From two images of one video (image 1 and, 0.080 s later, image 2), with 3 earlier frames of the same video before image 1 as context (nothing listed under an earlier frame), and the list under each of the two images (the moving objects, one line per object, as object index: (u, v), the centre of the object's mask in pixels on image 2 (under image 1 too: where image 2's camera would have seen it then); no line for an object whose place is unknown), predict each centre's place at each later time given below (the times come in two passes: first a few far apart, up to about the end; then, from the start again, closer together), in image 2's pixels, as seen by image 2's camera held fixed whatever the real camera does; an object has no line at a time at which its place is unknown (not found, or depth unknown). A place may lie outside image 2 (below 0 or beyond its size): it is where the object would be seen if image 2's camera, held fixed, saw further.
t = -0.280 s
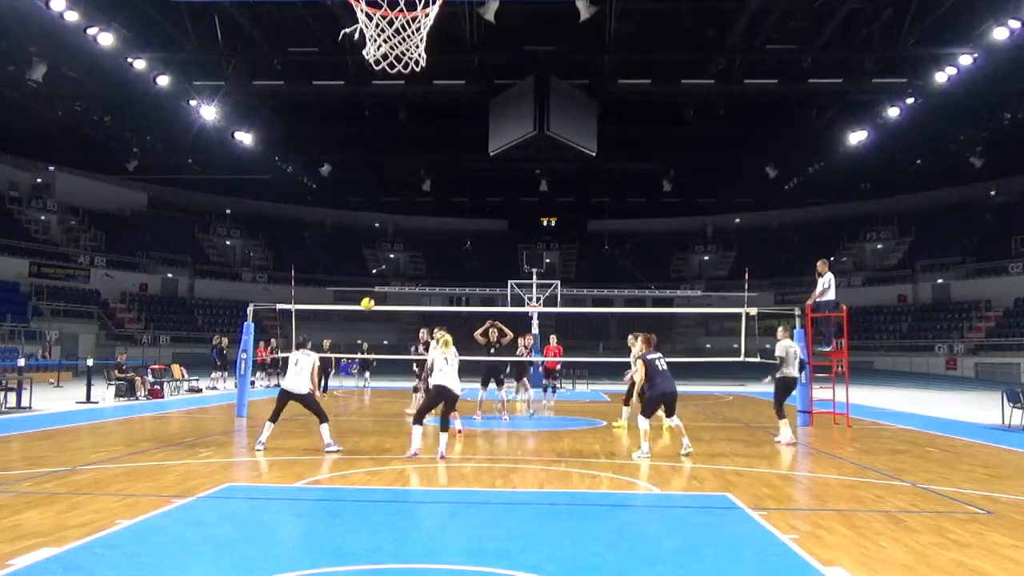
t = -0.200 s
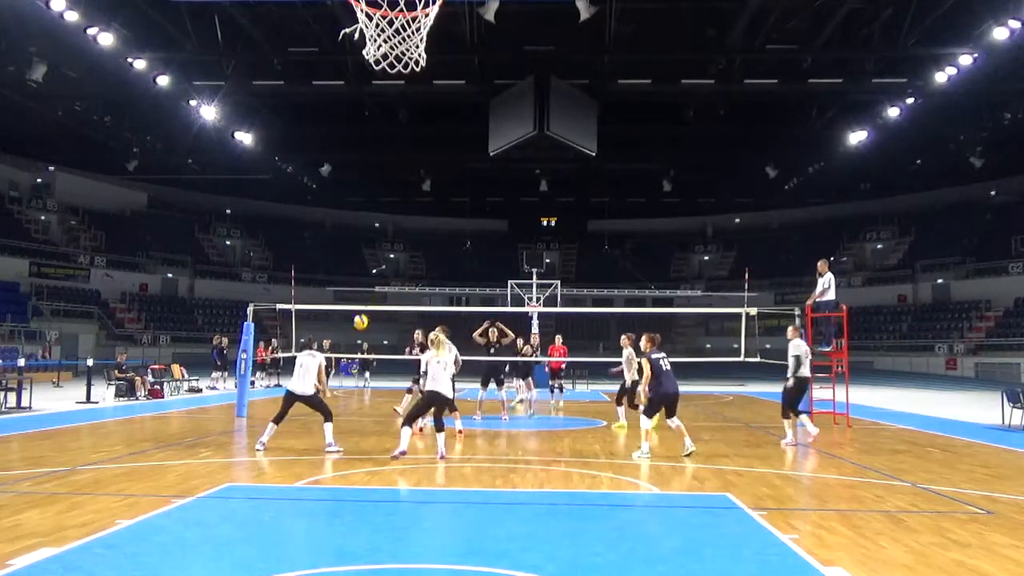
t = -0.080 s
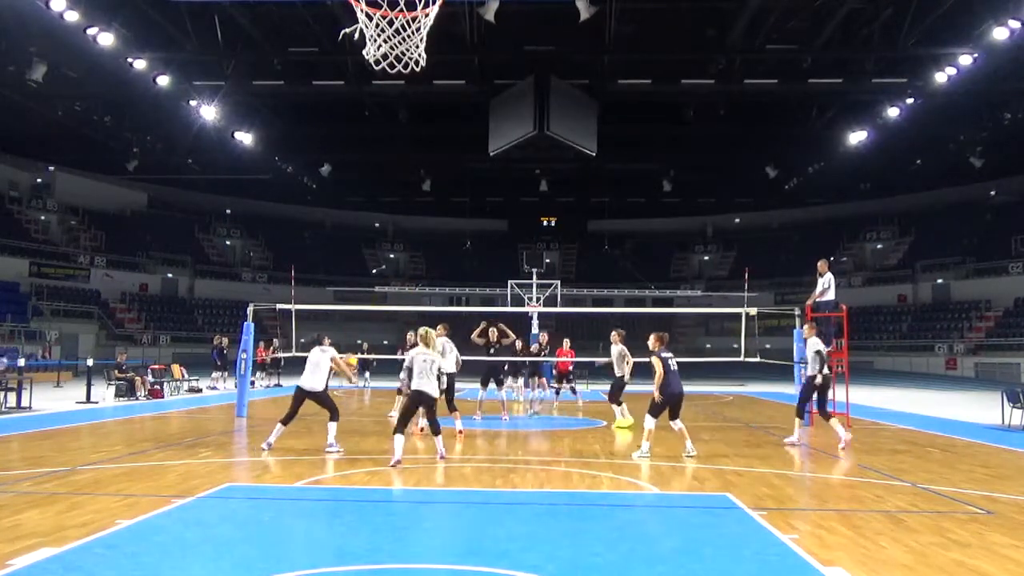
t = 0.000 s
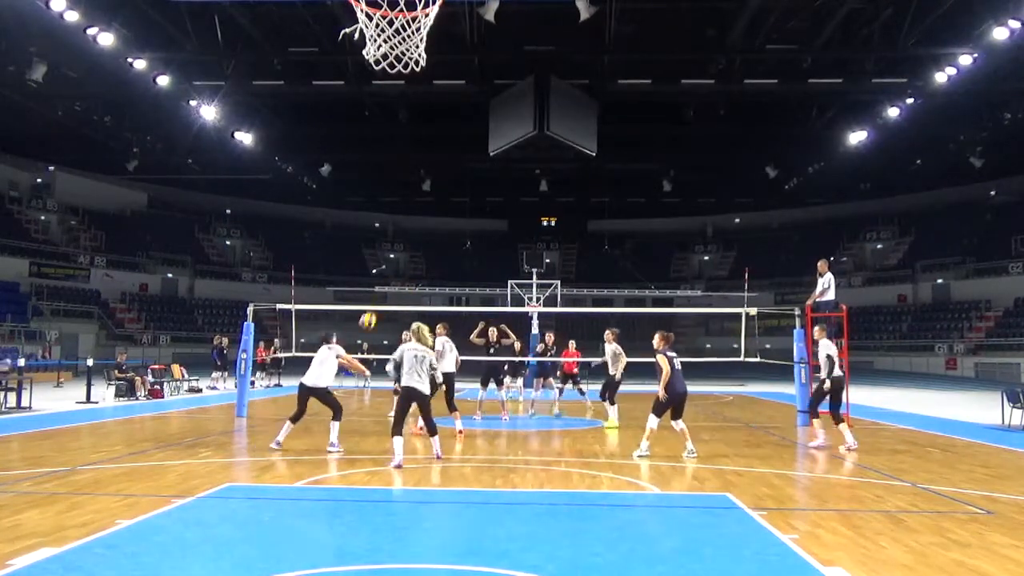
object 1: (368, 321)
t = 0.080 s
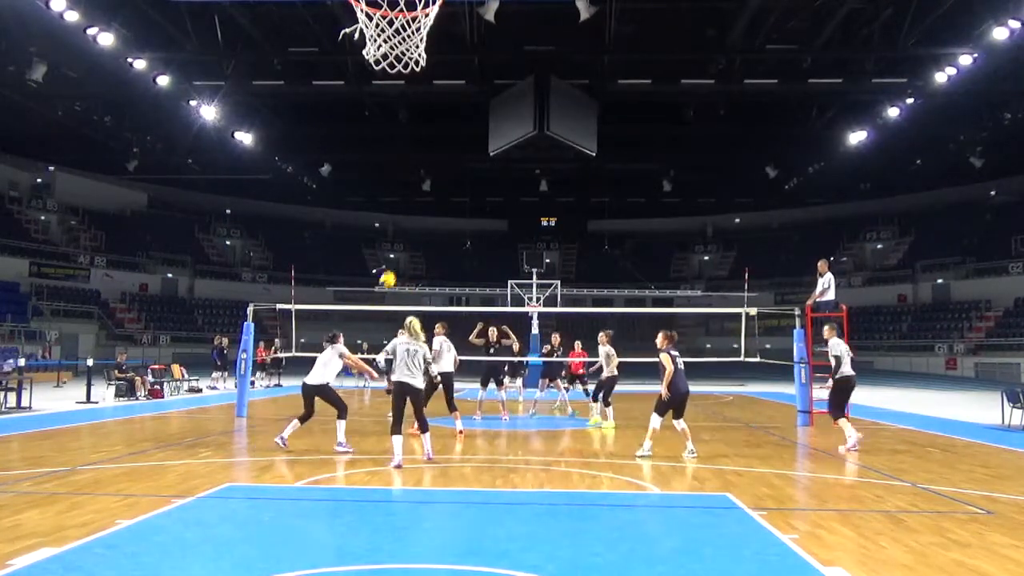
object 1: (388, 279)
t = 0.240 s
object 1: (423, 216)
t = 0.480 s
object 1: (469, 161)
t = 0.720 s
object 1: (509, 143)
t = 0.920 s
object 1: (538, 153)
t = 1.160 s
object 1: (569, 190)
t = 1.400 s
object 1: (596, 253)
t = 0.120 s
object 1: (396, 262)
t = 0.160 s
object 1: (406, 245)
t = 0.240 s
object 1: (423, 216)
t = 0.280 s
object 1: (431, 204)
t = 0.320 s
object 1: (439, 193)
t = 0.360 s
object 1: (447, 184)
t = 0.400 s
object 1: (454, 175)
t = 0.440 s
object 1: (462, 167)
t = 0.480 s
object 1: (469, 161)
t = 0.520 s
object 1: (476, 155)
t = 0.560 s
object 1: (482, 151)
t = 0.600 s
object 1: (489, 148)
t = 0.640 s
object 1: (495, 145)
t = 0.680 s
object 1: (502, 143)
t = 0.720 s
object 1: (509, 143)
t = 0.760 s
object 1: (514, 143)
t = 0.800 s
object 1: (520, 144)
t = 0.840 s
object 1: (526, 146)
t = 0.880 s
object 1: (532, 149)
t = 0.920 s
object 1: (538, 153)
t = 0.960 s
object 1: (543, 157)
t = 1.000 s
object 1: (549, 162)
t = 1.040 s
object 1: (554, 168)
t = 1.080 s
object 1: (559, 175)
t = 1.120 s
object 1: (564, 182)
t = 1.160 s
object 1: (569, 190)
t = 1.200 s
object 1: (574, 199)
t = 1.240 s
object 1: (578, 208)
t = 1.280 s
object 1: (582, 219)
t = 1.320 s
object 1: (587, 230)
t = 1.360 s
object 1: (592, 241)
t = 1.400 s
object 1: (596, 253)
